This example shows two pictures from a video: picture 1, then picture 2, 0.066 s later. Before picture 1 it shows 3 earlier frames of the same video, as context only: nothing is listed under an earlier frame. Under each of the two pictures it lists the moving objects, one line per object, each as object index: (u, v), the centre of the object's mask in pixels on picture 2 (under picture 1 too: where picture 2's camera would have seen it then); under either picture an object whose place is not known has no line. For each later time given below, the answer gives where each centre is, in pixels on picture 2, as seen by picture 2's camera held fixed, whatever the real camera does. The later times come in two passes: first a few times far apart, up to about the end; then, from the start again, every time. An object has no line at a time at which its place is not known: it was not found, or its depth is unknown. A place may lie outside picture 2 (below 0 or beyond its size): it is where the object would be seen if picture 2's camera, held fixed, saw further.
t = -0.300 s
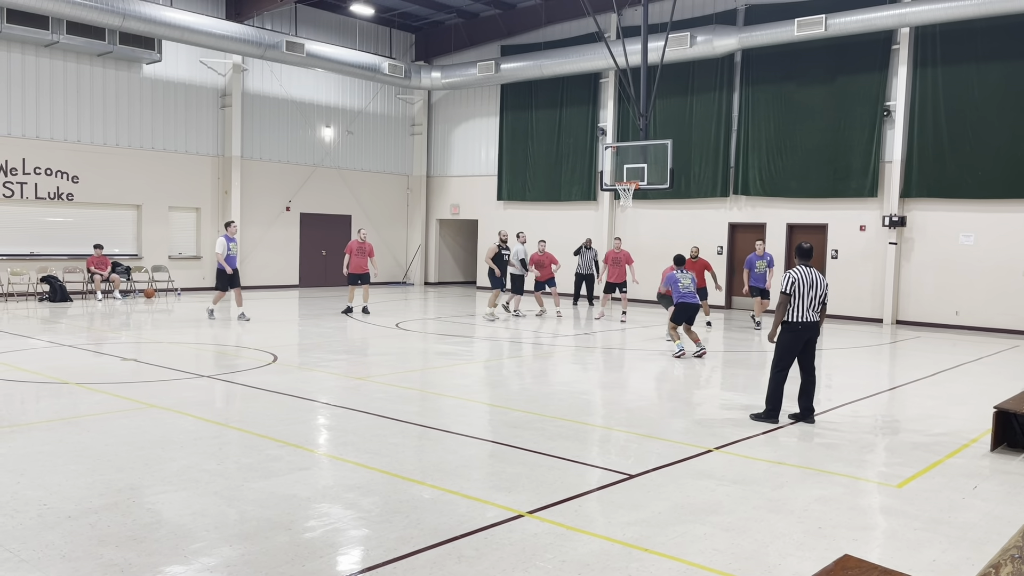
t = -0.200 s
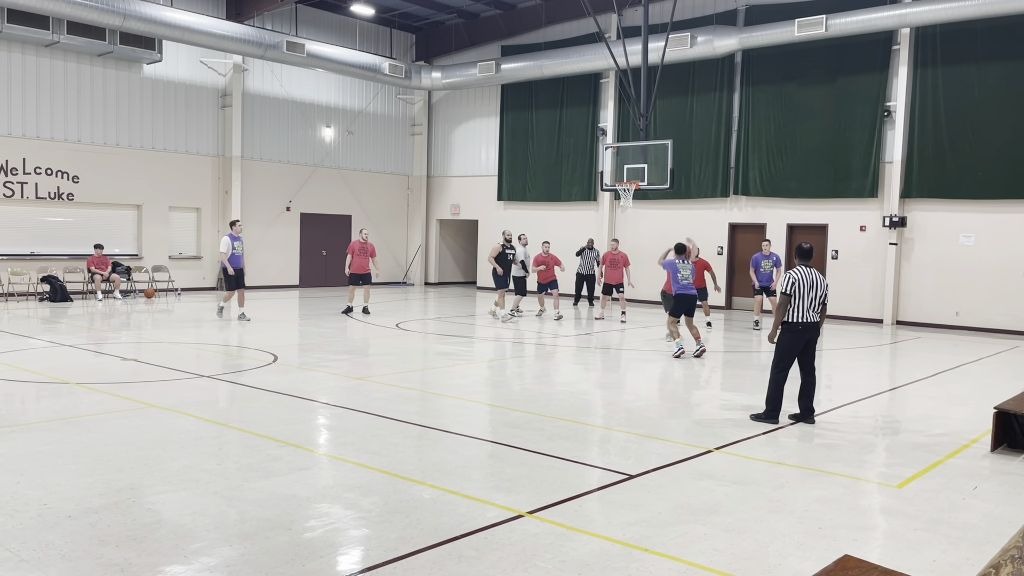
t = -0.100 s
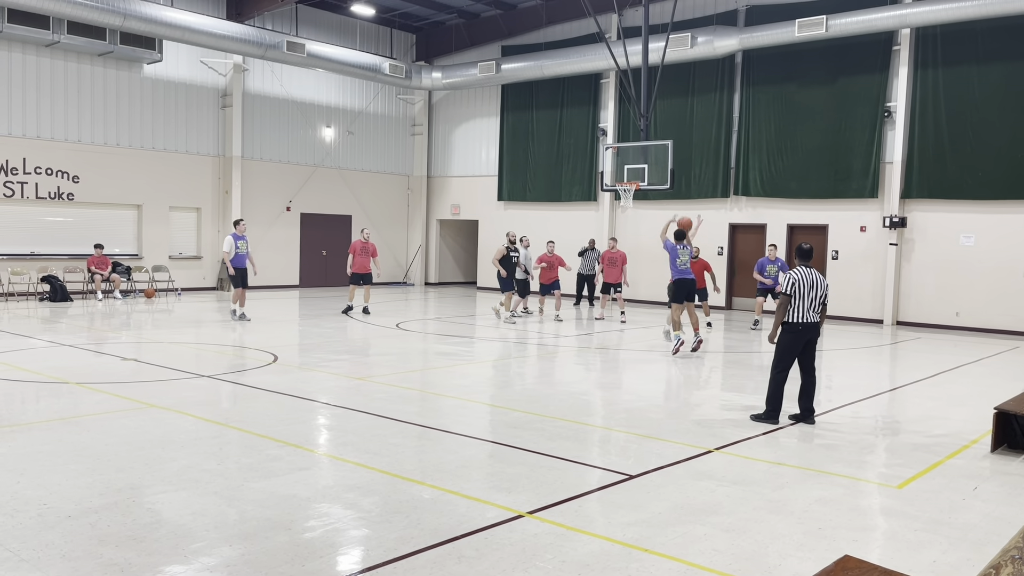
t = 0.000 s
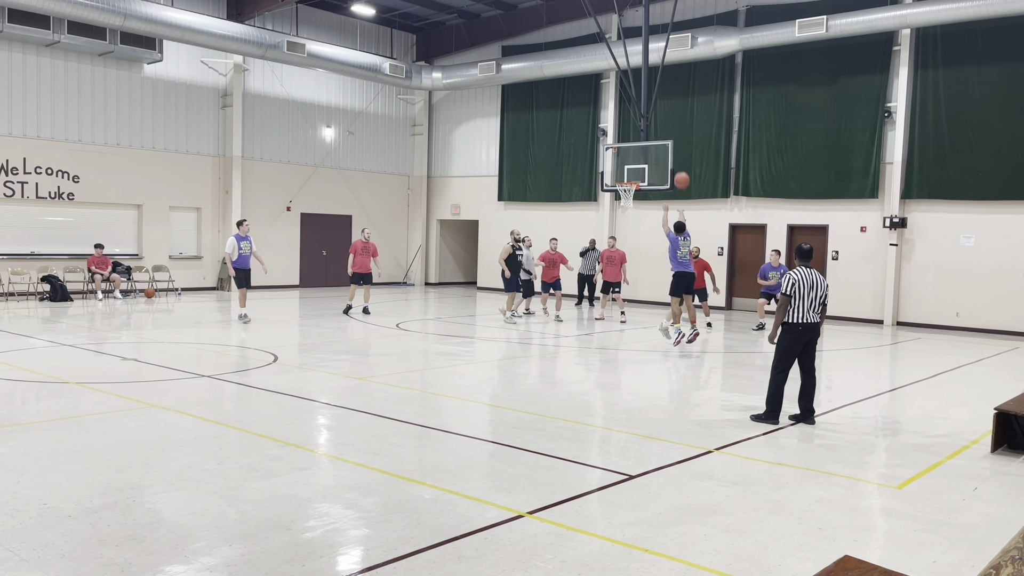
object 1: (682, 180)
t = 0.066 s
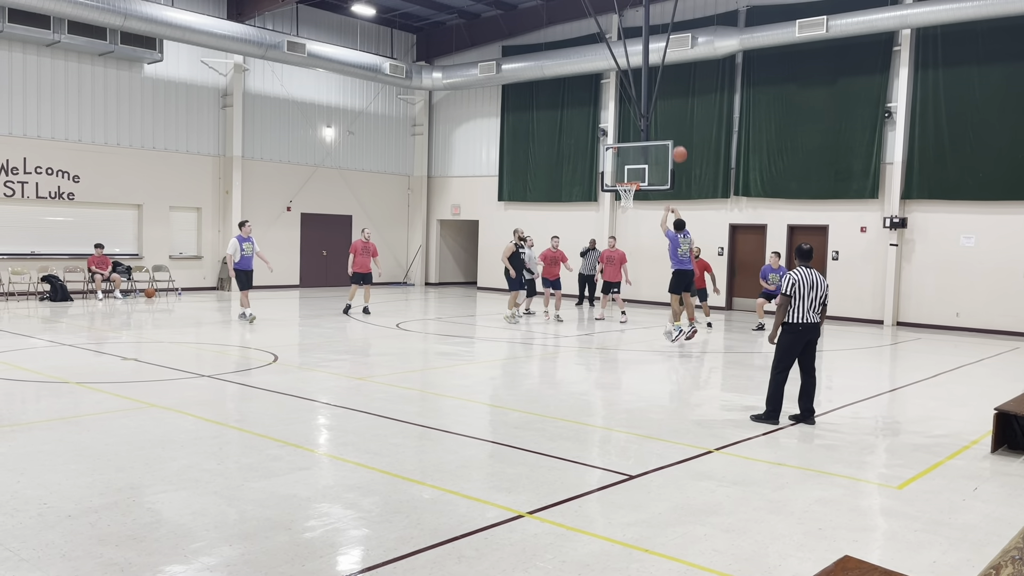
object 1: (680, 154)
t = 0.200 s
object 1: (675, 113)
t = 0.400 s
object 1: (668, 76)
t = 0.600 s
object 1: (661, 65)
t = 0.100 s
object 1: (678, 143)
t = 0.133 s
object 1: (677, 132)
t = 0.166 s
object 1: (676, 122)
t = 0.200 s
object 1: (675, 113)
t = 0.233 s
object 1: (673, 105)
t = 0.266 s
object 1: (672, 98)
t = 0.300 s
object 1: (671, 91)
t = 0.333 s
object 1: (670, 86)
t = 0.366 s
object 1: (669, 81)
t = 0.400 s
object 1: (668, 76)
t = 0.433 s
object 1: (666, 73)
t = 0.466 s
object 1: (665, 70)
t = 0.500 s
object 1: (664, 67)
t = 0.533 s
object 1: (663, 66)
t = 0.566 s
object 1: (662, 65)
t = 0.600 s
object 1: (661, 65)
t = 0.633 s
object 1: (660, 65)
